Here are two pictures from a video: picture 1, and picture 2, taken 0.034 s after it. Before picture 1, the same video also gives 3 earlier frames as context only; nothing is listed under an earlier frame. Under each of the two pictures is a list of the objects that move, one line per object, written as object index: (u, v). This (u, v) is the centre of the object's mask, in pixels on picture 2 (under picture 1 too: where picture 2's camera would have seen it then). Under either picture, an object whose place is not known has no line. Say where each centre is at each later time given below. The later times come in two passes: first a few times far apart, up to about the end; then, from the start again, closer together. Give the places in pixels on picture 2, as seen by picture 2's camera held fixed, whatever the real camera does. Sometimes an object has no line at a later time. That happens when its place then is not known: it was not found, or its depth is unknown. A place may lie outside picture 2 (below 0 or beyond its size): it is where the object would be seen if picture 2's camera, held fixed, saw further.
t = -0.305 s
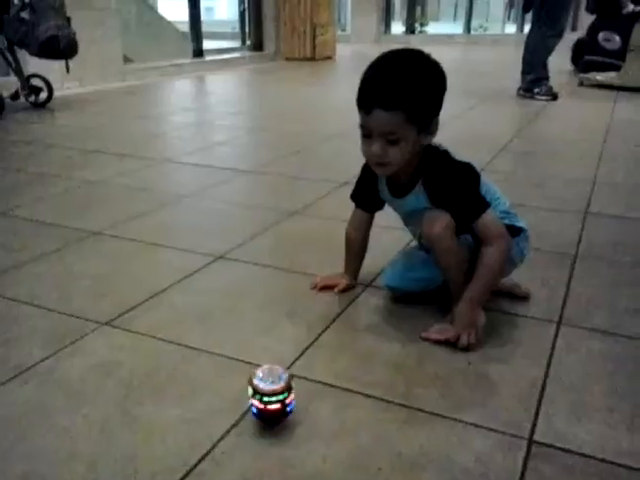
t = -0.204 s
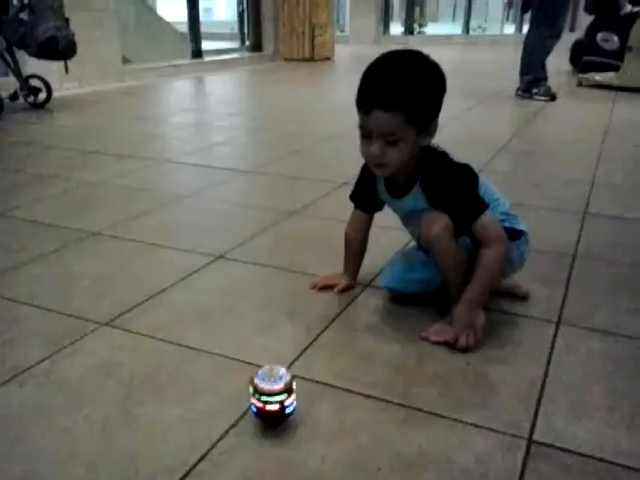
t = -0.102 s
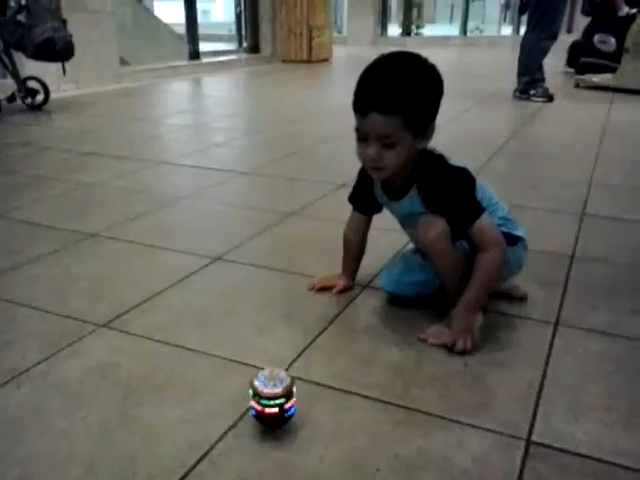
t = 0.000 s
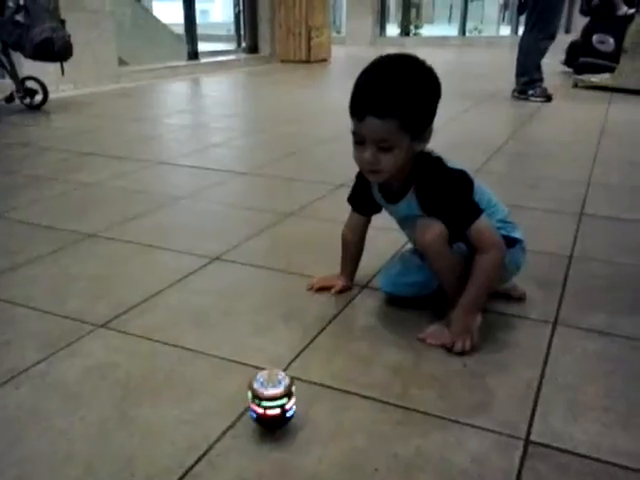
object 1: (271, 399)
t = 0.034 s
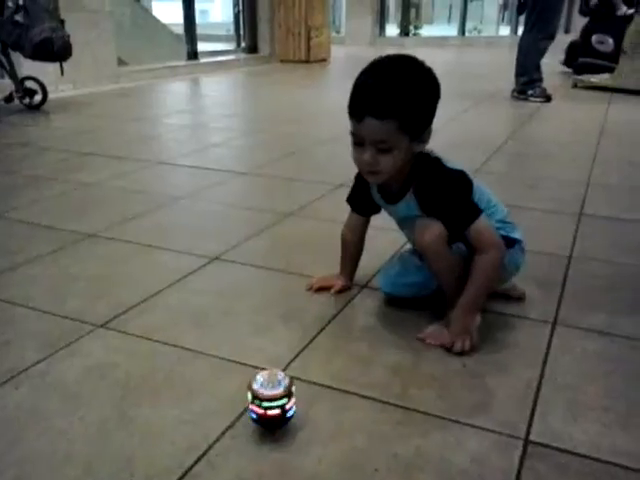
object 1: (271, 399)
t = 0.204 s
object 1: (271, 403)
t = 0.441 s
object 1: (268, 409)
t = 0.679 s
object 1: (261, 415)
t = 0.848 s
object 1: (257, 416)
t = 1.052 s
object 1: (251, 416)
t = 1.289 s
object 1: (244, 414)
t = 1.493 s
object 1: (238, 411)
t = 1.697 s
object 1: (234, 406)
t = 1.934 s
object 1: (230, 400)
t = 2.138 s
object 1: (230, 394)
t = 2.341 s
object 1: (235, 394)
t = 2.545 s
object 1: (236, 390)
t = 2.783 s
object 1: (238, 387)
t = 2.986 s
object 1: (238, 387)
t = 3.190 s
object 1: (237, 387)
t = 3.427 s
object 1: (233, 390)
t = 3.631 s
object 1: (233, 392)
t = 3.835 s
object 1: (229, 394)
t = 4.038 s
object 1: (230, 394)
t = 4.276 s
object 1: (232, 393)
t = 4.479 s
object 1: (232, 392)
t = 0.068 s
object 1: (271, 400)
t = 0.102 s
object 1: (271, 401)
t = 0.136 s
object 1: (271, 402)
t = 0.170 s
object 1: (271, 402)
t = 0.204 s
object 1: (271, 403)
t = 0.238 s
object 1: (271, 404)
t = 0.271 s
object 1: (271, 404)
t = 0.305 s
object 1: (270, 405)
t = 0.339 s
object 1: (270, 405)
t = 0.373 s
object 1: (269, 407)
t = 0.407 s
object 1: (268, 407)
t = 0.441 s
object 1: (268, 409)
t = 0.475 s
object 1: (267, 410)
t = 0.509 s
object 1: (266, 410)
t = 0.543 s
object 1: (265, 411)
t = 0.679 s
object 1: (261, 415)
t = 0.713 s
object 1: (261, 415)
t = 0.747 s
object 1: (259, 415)
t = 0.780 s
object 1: (259, 415)
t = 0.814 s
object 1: (258, 416)
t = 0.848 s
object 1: (257, 416)
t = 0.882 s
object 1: (256, 416)
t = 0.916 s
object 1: (255, 416)
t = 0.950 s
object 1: (254, 417)
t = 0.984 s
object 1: (253, 417)
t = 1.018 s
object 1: (252, 416)
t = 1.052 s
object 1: (251, 416)
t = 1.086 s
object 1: (251, 416)
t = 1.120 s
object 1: (249, 416)
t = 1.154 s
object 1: (248, 416)
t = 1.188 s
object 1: (246, 416)
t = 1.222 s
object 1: (245, 415)
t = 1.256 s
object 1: (244, 415)
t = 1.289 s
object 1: (244, 414)
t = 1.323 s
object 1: (243, 414)
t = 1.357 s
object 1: (241, 414)
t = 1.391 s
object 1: (240, 413)
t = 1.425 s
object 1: (239, 412)
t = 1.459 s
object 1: (239, 411)
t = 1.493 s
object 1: (238, 411)
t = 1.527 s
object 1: (237, 410)
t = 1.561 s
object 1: (236, 410)
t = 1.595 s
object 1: (236, 409)
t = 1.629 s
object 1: (235, 408)
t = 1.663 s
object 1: (234, 407)
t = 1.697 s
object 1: (234, 406)
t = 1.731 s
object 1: (233, 405)
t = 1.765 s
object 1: (232, 404)
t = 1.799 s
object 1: (231, 404)
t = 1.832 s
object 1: (230, 402)
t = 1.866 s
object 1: (230, 402)
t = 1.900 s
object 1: (230, 401)
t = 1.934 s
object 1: (230, 400)
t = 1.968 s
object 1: (229, 399)
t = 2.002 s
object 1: (230, 399)
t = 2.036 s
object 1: (230, 398)
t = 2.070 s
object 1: (231, 396)
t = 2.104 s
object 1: (231, 395)
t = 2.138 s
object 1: (230, 394)
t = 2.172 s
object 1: (232, 394)
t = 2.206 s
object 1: (233, 395)
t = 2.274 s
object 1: (233, 394)
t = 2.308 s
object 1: (235, 394)
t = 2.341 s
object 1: (235, 394)
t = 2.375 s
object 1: (235, 392)
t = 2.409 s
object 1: (235, 391)
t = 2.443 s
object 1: (236, 390)
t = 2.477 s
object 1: (238, 392)
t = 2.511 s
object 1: (237, 391)
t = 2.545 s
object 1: (236, 390)
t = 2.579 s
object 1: (236, 389)
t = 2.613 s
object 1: (238, 390)
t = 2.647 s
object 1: (238, 390)
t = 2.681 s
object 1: (237, 389)
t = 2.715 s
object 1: (237, 388)
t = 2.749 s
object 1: (238, 388)
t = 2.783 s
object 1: (238, 387)
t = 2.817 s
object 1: (239, 388)
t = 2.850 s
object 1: (238, 388)
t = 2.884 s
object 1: (237, 386)
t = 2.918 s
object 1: (239, 386)
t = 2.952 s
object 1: (239, 387)
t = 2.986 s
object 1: (238, 387)
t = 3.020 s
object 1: (237, 388)
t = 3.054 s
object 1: (236, 387)
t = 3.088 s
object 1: (237, 387)
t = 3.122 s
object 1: (238, 387)
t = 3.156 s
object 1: (238, 387)
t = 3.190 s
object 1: (237, 387)
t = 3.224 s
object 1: (236, 388)
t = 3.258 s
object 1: (237, 387)
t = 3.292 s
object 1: (236, 388)
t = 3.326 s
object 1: (235, 390)
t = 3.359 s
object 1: (234, 390)
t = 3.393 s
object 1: (233, 389)
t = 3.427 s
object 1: (233, 390)
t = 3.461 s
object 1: (234, 390)
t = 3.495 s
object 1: (234, 391)
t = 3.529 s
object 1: (232, 391)
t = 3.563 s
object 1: (233, 391)
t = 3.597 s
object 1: (233, 391)
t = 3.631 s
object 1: (233, 392)
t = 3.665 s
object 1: (233, 392)
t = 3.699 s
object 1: (231, 393)
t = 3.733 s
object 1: (231, 394)
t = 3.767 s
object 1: (231, 394)
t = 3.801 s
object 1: (230, 396)
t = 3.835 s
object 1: (229, 394)
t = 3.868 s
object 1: (229, 394)
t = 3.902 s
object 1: (230, 396)
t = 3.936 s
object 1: (230, 396)
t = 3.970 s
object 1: (229, 395)
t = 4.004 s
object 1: (230, 395)
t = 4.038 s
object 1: (230, 394)
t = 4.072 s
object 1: (232, 394)
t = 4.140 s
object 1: (231, 393)
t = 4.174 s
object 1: (231, 393)
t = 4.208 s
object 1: (232, 393)
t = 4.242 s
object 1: (232, 393)
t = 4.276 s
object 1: (232, 393)
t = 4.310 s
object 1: (232, 394)
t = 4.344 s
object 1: (233, 393)
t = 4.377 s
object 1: (233, 393)
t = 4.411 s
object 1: (233, 393)
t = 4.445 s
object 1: (231, 393)
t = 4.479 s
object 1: (232, 392)
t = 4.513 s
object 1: (233, 391)
